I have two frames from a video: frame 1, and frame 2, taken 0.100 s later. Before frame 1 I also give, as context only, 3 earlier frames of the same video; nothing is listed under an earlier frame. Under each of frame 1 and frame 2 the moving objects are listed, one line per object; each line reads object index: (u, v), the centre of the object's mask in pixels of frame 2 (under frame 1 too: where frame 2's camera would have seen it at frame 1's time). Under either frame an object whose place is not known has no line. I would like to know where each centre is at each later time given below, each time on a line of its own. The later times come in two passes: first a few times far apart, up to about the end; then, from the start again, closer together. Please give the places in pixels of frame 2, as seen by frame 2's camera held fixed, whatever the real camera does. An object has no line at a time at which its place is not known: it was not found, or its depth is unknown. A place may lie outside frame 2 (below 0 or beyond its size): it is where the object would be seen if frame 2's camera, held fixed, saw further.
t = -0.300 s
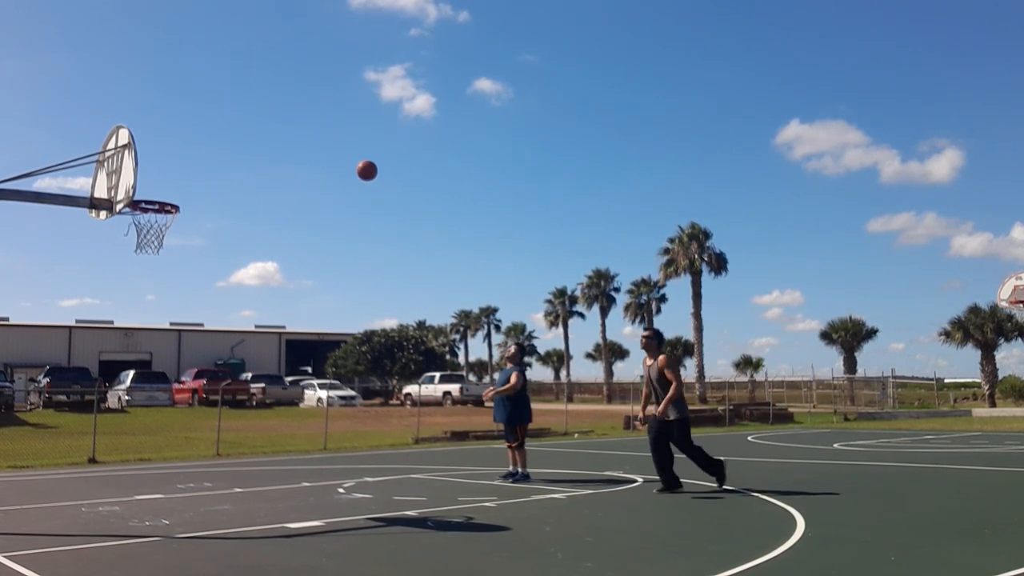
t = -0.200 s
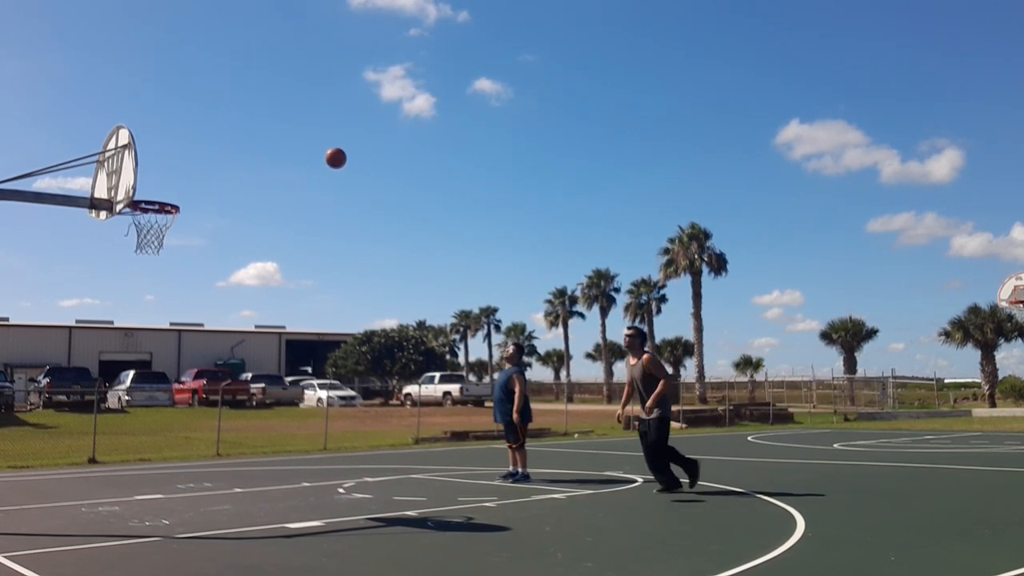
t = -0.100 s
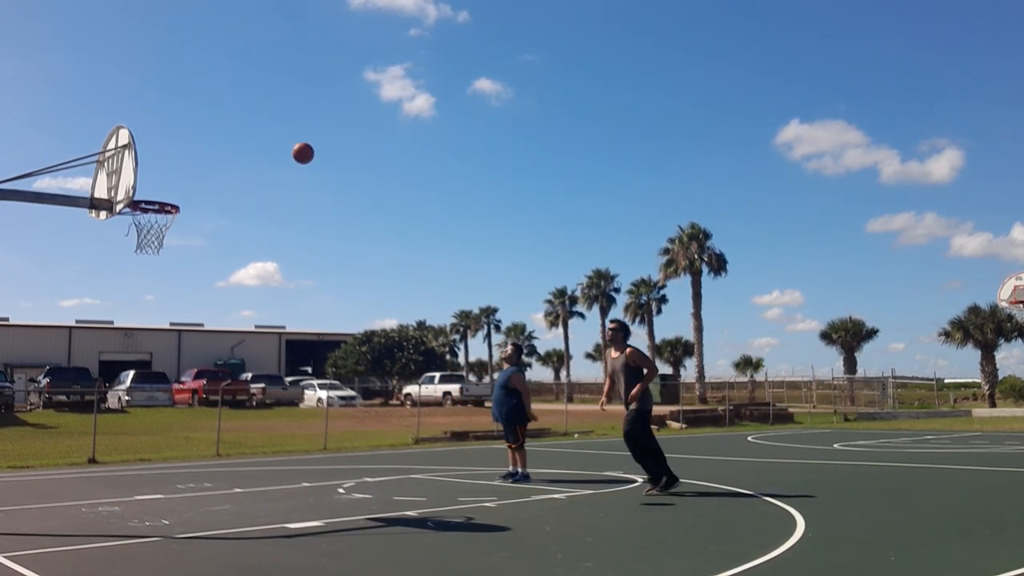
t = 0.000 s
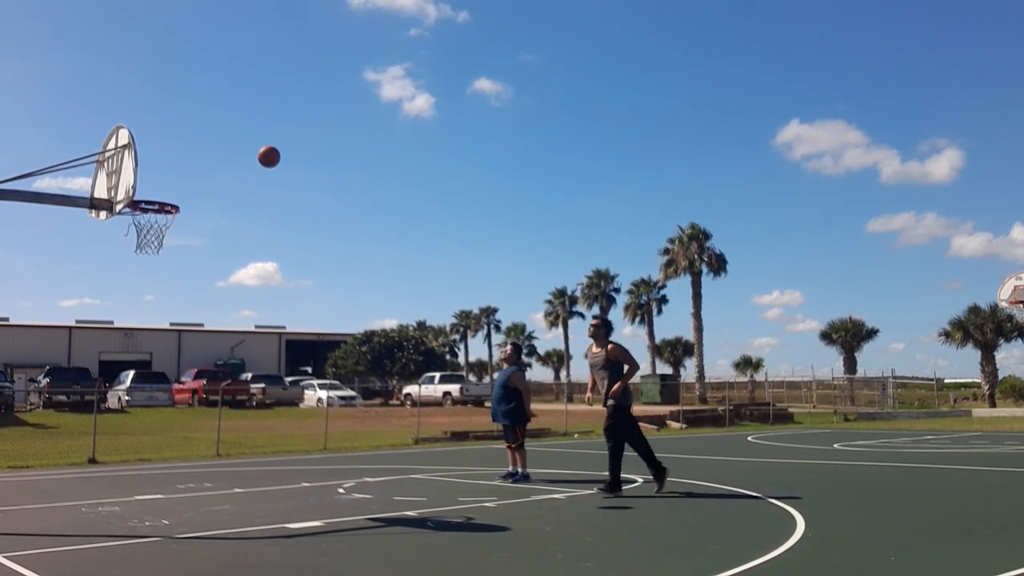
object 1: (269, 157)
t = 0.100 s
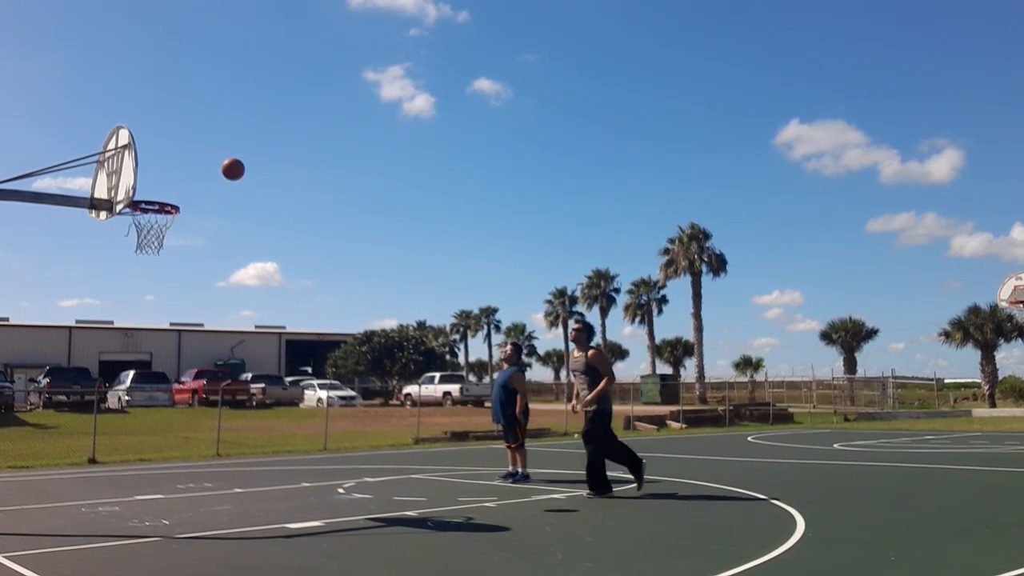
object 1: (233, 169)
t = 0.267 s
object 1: (176, 209)
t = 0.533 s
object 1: (204, 265)
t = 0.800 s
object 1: (224, 366)
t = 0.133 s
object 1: (220, 175)
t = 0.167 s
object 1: (208, 183)
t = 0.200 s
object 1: (195, 191)
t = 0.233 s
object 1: (182, 200)
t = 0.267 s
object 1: (176, 209)
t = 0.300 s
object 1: (181, 214)
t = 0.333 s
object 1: (184, 219)
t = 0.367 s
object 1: (187, 224)
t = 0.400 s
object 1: (191, 231)
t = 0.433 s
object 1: (194, 238)
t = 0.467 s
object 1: (198, 247)
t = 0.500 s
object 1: (201, 256)
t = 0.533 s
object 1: (204, 265)
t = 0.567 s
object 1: (207, 276)
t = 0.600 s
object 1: (210, 286)
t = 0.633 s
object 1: (213, 298)
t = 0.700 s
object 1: (218, 324)
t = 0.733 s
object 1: (221, 337)
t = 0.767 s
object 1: (223, 351)
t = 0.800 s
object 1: (224, 366)
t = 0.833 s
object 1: (227, 383)
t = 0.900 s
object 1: (231, 413)
